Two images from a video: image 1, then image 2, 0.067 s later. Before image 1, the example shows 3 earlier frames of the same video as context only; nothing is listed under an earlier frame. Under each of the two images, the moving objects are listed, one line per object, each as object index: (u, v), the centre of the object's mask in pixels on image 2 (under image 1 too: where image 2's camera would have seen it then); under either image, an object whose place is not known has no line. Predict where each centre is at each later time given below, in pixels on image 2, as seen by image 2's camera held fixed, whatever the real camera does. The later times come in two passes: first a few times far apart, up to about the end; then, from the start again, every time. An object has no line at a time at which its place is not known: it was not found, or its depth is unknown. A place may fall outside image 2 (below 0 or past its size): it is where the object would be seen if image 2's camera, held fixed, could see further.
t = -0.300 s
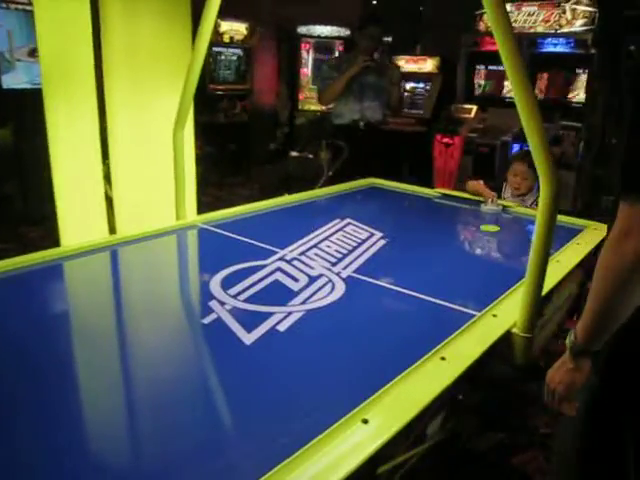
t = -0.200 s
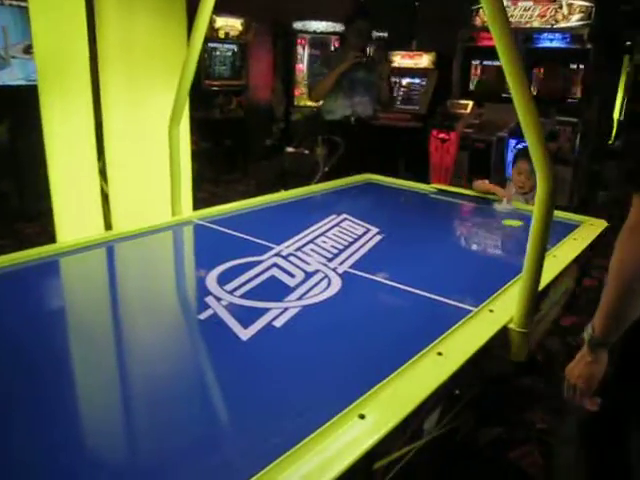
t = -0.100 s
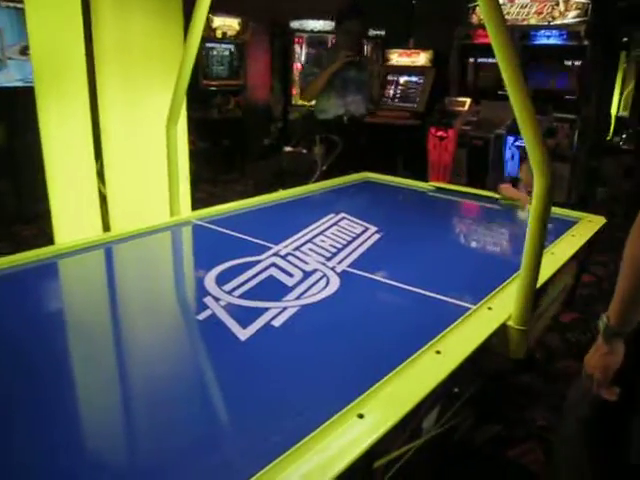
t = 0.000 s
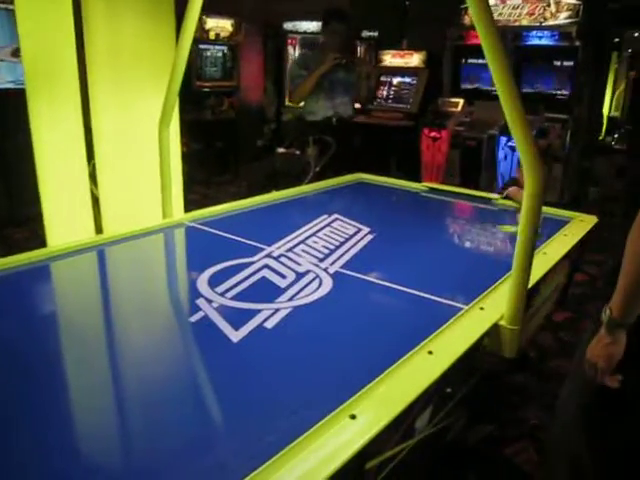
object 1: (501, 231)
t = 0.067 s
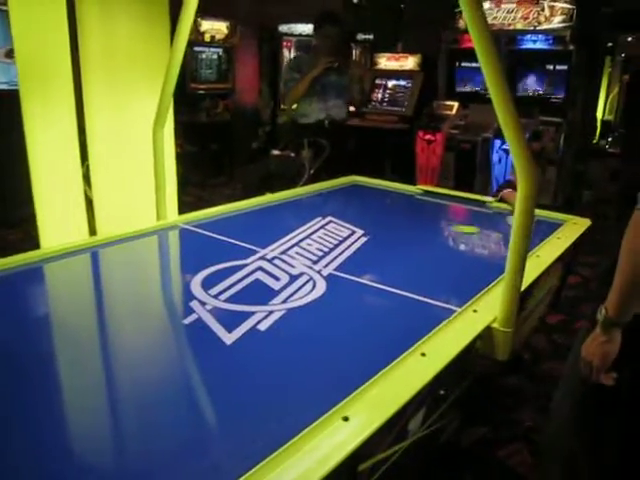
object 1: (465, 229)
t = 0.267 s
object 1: (351, 221)
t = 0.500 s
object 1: (232, 215)
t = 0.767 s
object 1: (274, 253)
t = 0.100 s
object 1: (445, 227)
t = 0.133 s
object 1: (426, 227)
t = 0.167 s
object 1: (407, 225)
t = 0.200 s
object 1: (387, 224)
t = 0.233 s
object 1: (368, 222)
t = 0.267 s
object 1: (351, 221)
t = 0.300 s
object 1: (331, 219)
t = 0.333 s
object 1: (310, 219)
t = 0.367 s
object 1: (293, 218)
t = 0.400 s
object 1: (275, 216)
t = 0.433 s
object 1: (257, 215)
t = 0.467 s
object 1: (241, 214)
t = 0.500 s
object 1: (232, 215)
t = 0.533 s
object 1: (235, 219)
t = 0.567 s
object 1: (240, 223)
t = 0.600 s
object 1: (244, 227)
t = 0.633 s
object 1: (249, 232)
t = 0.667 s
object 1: (254, 237)
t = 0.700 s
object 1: (259, 242)
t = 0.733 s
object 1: (267, 248)
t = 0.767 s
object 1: (274, 253)
